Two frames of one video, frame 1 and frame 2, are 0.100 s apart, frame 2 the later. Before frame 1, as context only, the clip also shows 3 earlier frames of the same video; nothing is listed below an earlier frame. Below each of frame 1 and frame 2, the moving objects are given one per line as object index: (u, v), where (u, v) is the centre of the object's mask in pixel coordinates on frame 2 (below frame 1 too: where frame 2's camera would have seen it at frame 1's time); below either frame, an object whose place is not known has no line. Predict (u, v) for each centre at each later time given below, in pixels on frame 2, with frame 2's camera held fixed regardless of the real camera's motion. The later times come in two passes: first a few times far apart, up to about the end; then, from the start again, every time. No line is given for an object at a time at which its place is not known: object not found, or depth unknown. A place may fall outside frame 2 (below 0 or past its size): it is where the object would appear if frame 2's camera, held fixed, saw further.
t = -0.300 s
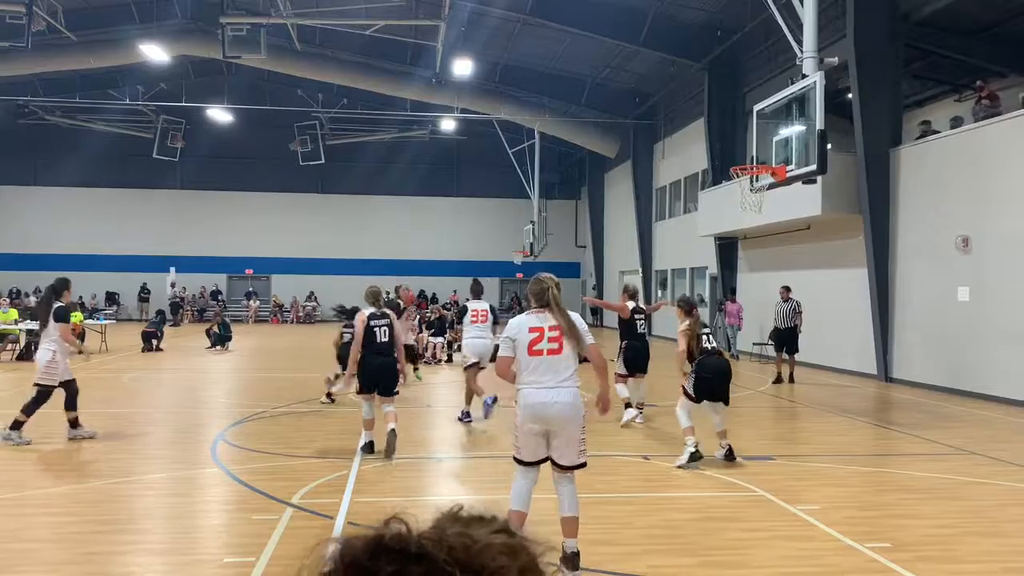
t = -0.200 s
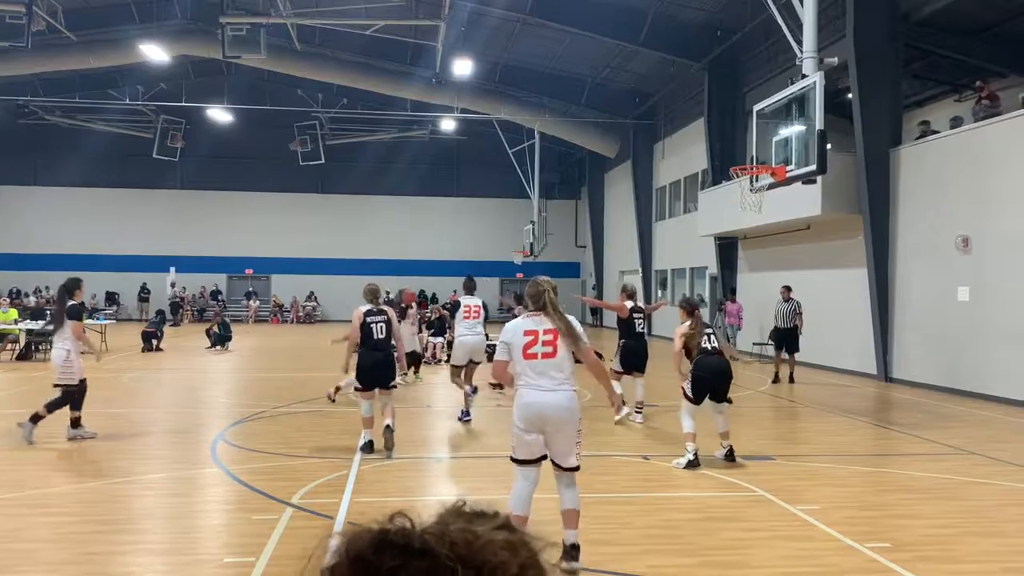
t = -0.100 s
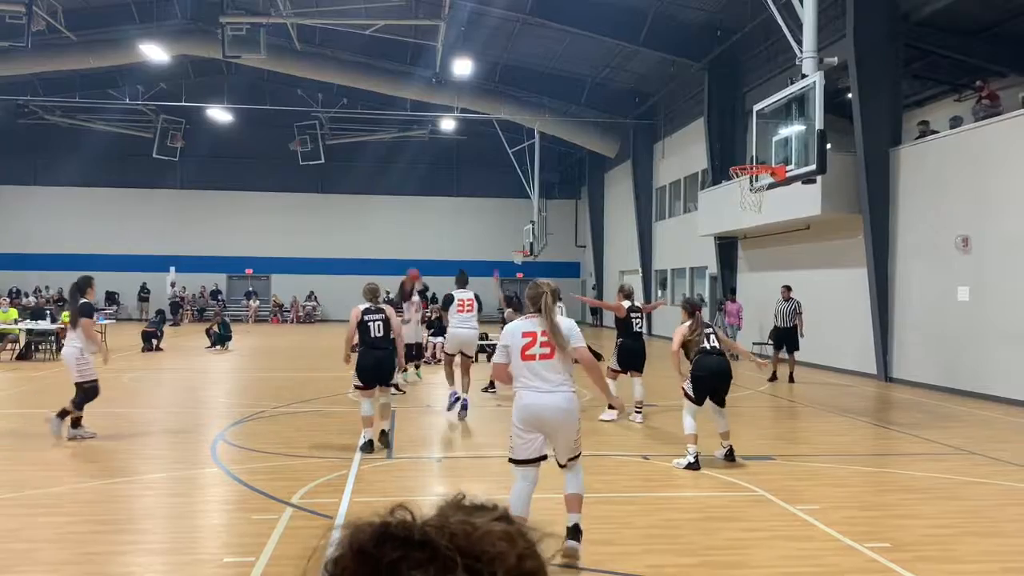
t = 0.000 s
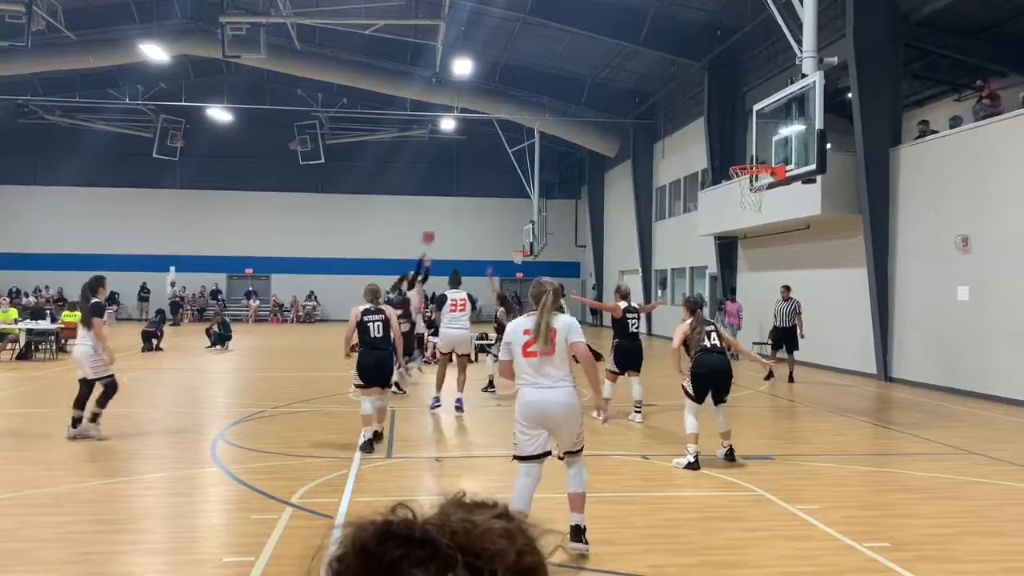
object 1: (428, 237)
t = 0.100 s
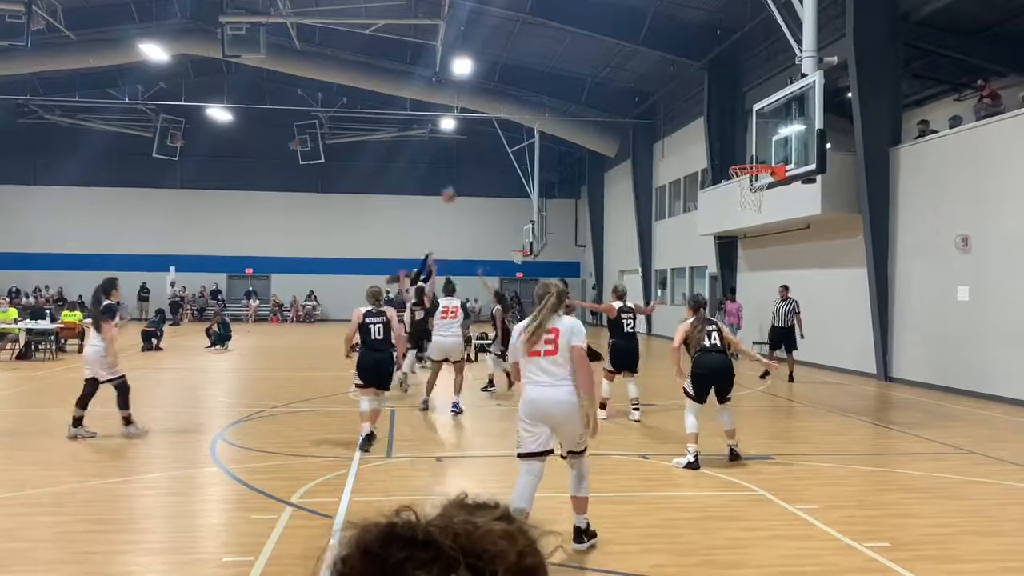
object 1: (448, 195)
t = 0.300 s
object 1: (490, 128)
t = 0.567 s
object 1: (549, 72)
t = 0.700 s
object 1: (582, 61)
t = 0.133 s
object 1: (454, 183)
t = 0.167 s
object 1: (462, 170)
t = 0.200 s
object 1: (469, 159)
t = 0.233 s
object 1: (476, 148)
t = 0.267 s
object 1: (483, 138)
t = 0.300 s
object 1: (490, 128)
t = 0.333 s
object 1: (497, 121)
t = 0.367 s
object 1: (505, 110)
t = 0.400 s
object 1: (511, 102)
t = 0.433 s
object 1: (519, 95)
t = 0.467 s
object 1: (527, 88)
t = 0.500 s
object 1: (534, 82)
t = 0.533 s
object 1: (542, 77)
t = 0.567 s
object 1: (549, 72)
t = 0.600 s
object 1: (557, 68)
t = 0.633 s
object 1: (565, 65)
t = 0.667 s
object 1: (574, 62)
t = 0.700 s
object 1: (582, 61)
